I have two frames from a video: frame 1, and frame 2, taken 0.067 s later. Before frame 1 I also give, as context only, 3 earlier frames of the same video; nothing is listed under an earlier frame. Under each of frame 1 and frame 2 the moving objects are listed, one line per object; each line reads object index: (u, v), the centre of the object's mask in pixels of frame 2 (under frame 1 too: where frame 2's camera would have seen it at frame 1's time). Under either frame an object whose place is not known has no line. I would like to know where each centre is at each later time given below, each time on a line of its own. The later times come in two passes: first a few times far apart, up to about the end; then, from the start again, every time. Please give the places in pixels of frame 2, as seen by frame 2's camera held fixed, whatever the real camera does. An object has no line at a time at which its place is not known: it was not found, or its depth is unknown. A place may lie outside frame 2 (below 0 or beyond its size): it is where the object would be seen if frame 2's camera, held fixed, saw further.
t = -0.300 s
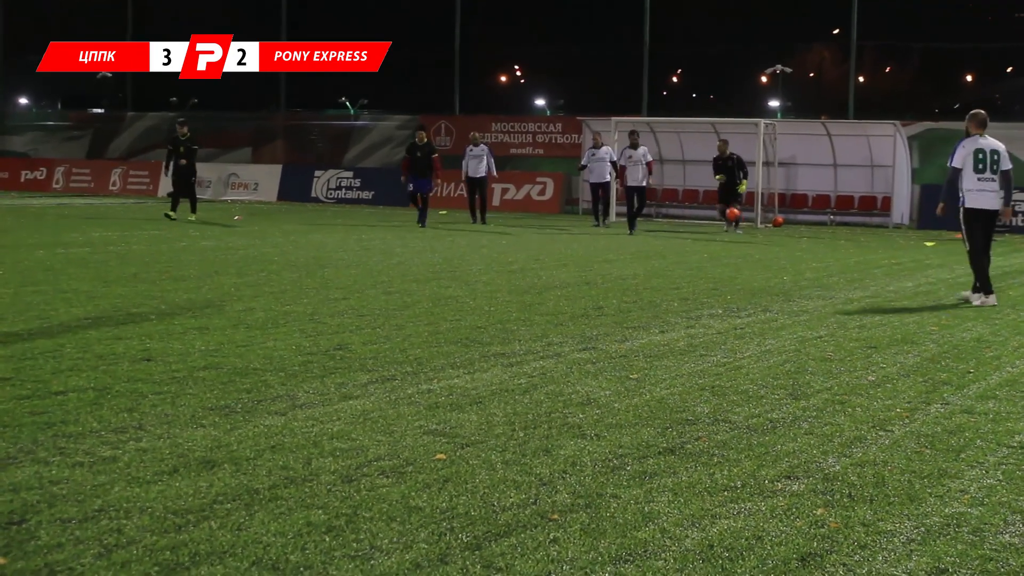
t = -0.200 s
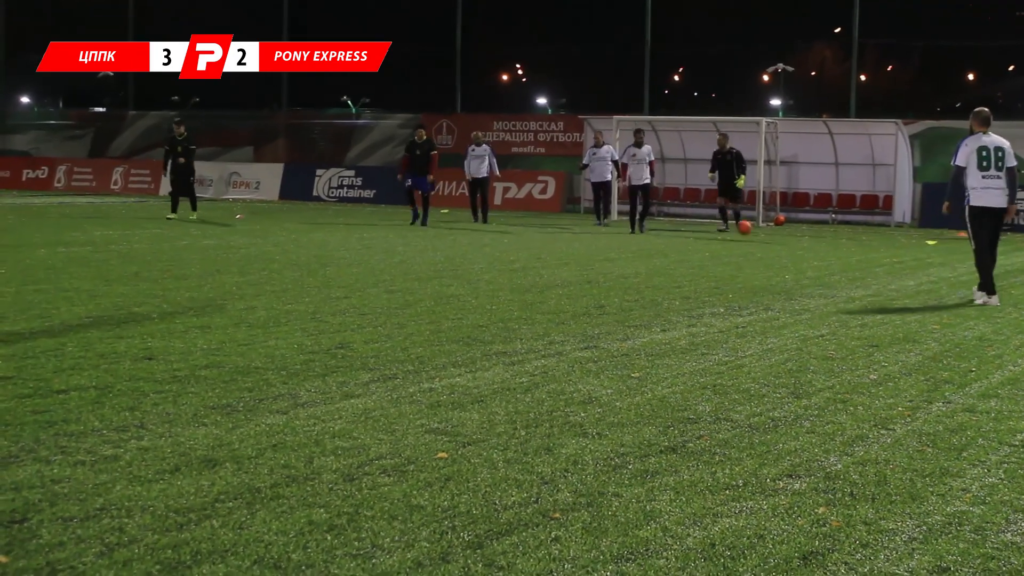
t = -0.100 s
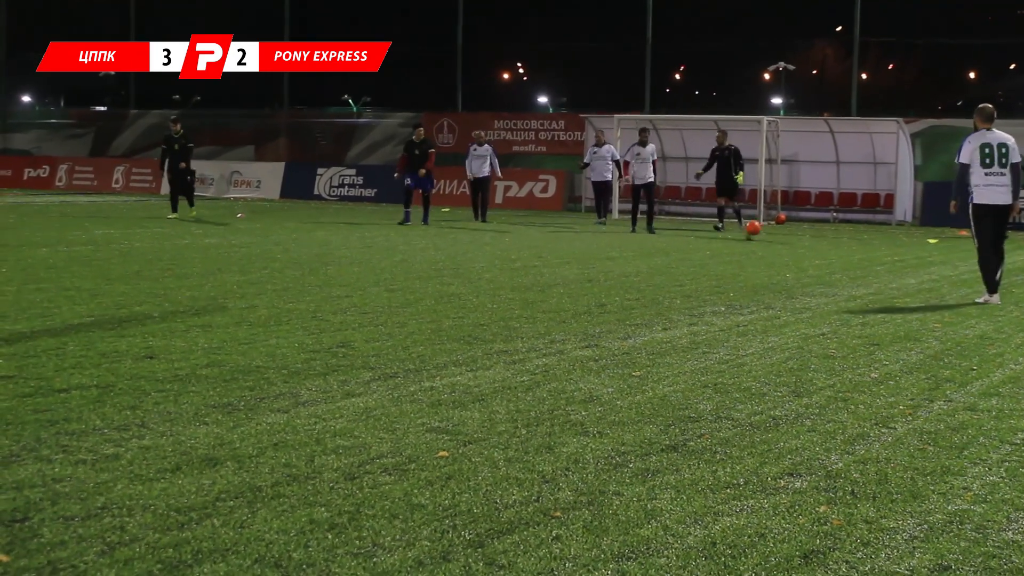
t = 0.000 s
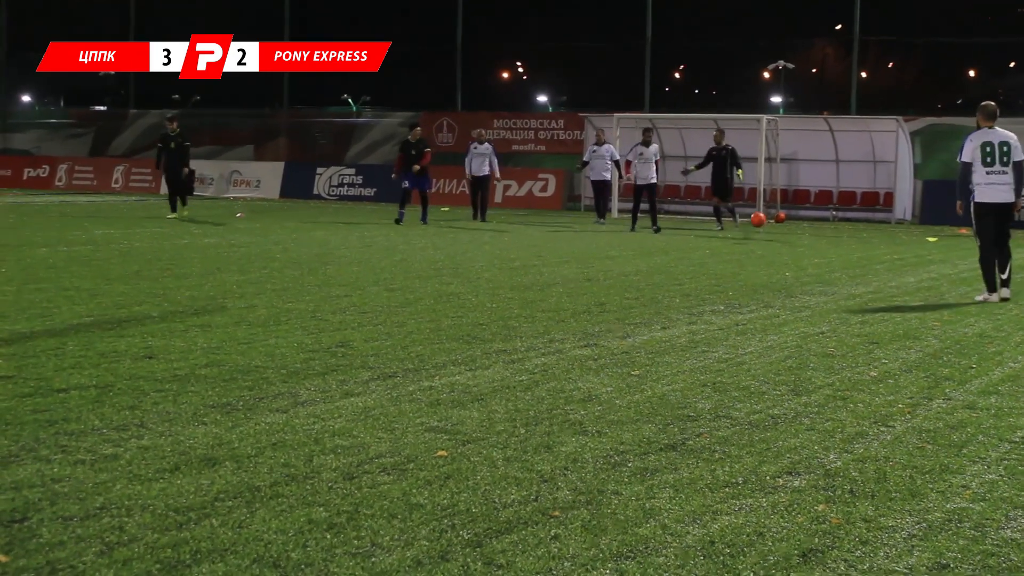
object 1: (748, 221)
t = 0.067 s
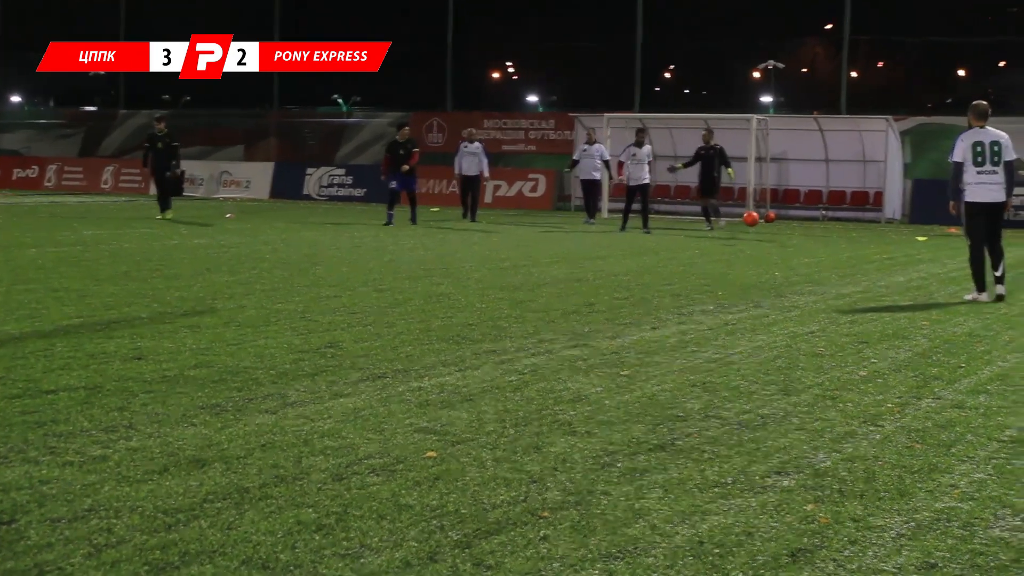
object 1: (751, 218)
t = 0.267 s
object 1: (763, 235)
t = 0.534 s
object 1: (781, 239)
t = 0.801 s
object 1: (801, 254)
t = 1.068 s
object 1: (825, 267)
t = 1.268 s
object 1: (846, 272)
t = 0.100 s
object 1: (753, 218)
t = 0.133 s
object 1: (755, 219)
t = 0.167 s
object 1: (757, 222)
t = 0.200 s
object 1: (759, 225)
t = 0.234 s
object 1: (761, 230)
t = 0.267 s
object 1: (763, 235)
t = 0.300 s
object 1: (766, 241)
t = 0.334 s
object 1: (767, 239)
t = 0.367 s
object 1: (770, 236)
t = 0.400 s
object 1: (772, 235)
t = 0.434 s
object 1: (774, 235)
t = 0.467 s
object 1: (776, 235)
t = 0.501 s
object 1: (779, 236)
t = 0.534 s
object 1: (781, 239)
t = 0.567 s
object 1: (783, 243)
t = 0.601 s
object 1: (785, 248)
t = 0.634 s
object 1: (788, 251)
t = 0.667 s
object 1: (790, 250)
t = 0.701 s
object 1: (793, 250)
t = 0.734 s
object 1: (795, 251)
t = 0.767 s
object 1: (798, 252)
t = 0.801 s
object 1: (801, 254)
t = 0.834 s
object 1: (804, 258)
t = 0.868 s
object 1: (807, 258)
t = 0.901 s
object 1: (809, 257)
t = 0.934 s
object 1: (813, 256)
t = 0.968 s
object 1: (816, 257)
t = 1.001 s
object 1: (818, 260)
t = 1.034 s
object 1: (822, 263)
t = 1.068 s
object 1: (825, 267)
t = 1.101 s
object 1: (828, 265)
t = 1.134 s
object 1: (832, 263)
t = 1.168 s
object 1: (835, 264)
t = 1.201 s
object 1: (839, 266)
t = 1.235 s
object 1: (842, 268)
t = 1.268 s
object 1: (846, 272)
